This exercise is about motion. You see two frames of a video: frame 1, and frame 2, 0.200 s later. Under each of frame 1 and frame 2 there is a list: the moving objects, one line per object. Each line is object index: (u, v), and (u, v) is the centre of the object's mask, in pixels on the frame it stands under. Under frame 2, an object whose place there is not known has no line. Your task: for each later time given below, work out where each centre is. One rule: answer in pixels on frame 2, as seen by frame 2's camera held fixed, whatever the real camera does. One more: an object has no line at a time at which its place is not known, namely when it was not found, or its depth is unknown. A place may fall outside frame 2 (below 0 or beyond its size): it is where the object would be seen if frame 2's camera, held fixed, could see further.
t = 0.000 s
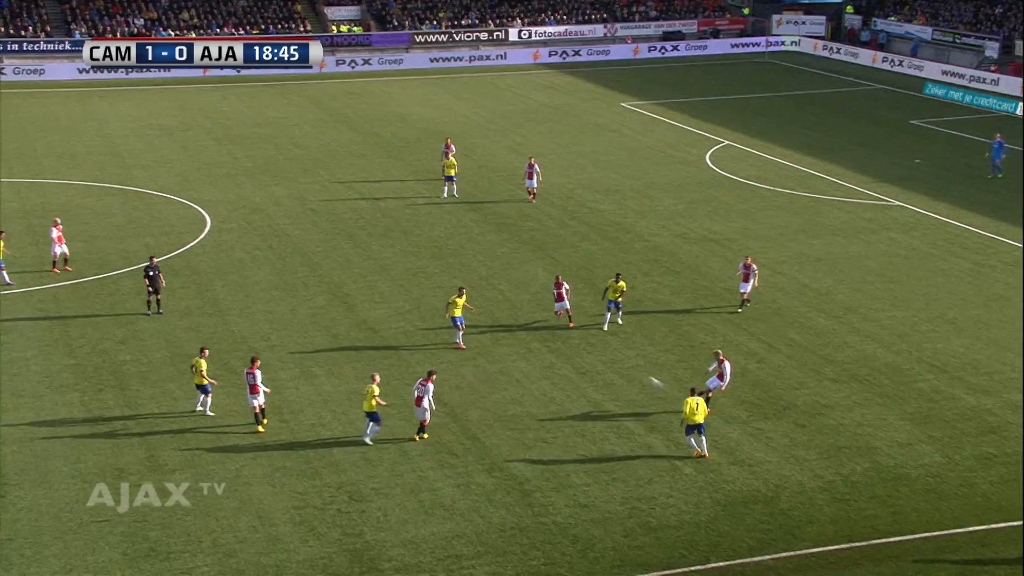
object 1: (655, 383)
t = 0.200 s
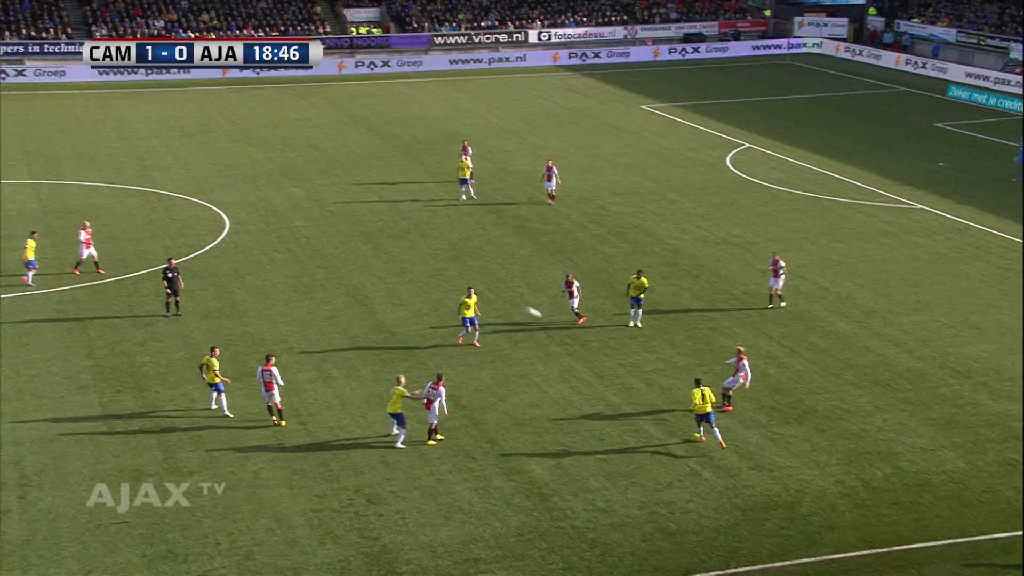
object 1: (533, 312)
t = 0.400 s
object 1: (397, 256)
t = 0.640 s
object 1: (240, 212)
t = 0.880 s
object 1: (84, 191)
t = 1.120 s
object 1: (-72, 192)
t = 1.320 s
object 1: (-202, 211)
